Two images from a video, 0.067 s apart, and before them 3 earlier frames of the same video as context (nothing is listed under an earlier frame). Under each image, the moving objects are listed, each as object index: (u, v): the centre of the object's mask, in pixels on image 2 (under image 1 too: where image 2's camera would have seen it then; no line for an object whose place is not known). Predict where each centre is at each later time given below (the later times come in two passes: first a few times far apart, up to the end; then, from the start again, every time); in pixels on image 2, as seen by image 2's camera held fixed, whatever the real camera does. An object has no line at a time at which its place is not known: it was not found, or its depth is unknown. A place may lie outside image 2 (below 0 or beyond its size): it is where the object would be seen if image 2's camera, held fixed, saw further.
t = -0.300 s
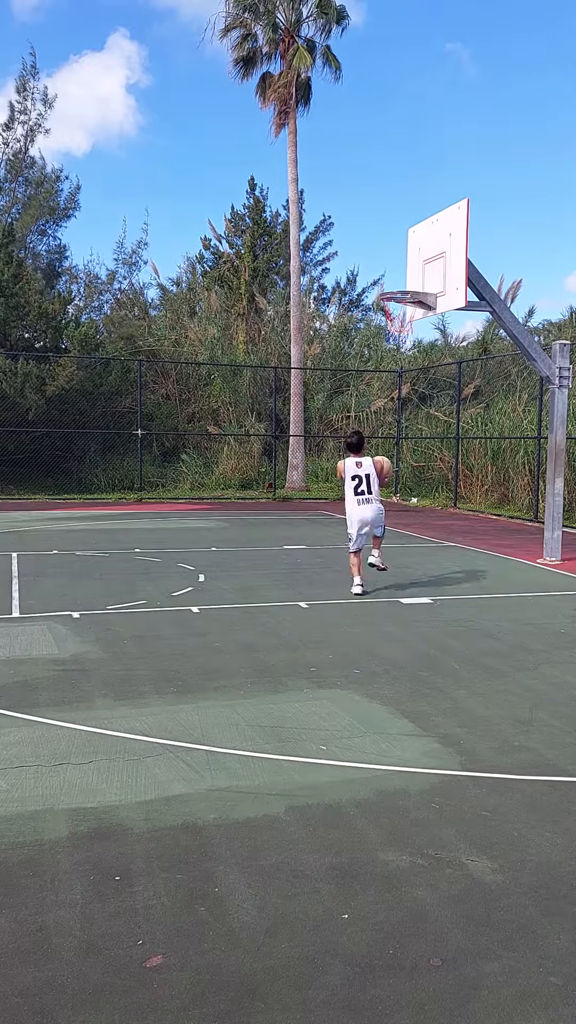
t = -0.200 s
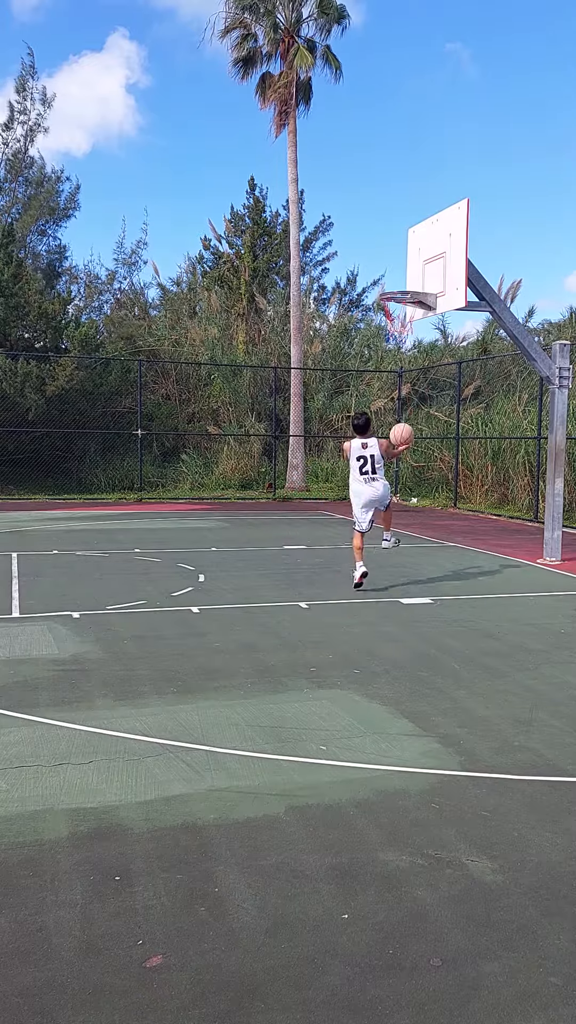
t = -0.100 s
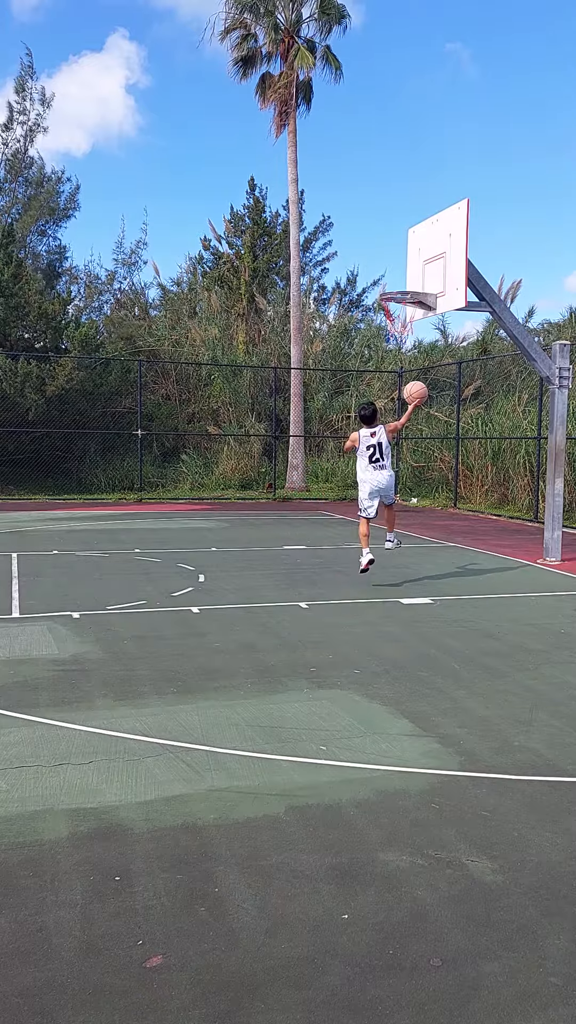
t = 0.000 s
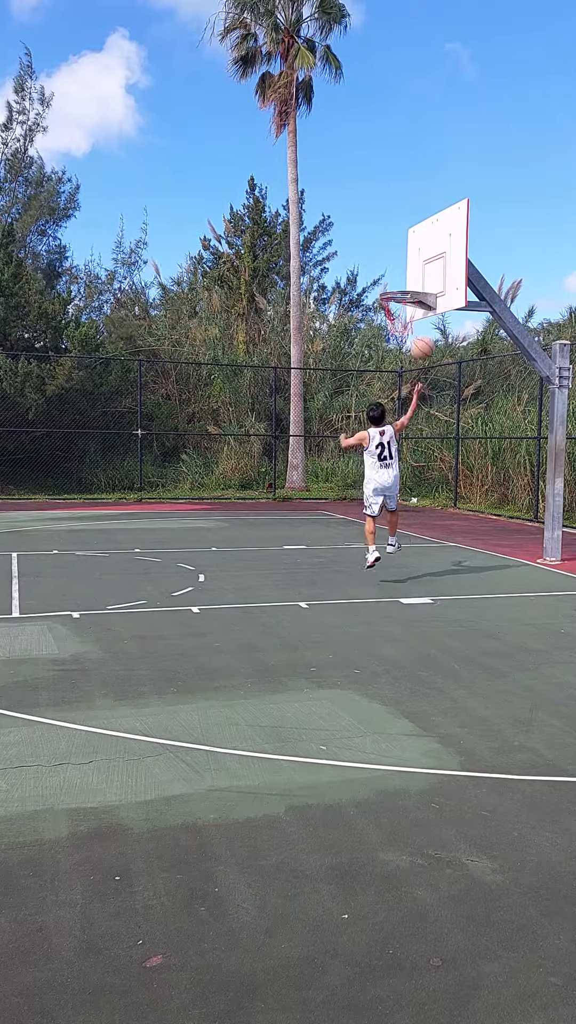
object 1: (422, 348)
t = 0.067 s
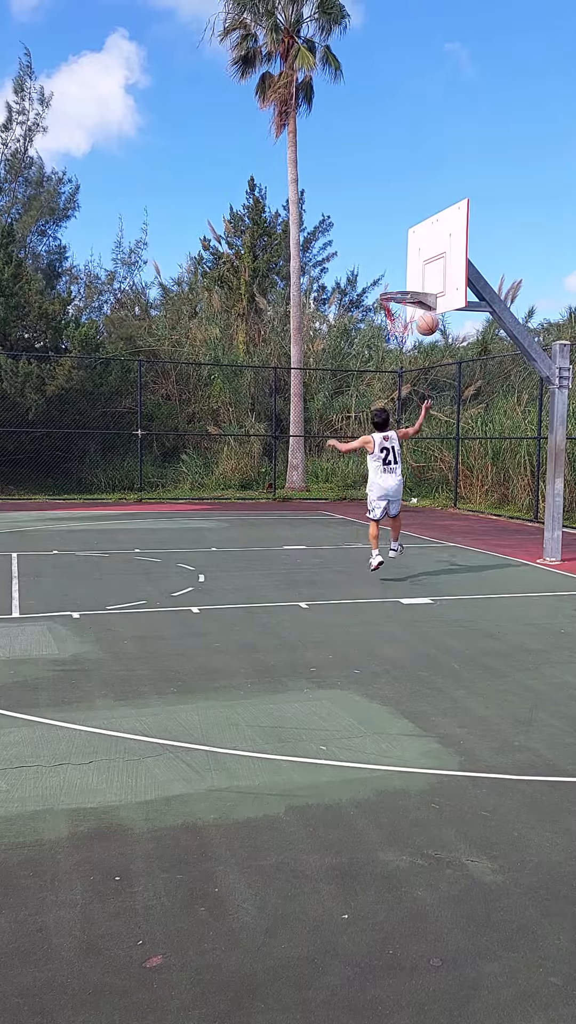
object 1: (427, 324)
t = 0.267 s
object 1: (440, 280)
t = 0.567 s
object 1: (402, 283)
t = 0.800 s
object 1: (401, 313)
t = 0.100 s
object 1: (429, 313)
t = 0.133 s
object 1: (431, 304)
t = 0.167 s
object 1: (433, 297)
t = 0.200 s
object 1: (436, 290)
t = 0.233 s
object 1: (438, 285)
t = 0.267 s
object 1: (440, 280)
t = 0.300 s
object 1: (437, 277)
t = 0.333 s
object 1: (433, 274)
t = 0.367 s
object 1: (428, 273)
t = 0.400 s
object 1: (424, 272)
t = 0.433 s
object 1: (419, 273)
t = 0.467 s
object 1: (415, 274)
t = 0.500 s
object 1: (410, 277)
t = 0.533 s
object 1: (406, 280)
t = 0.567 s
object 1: (402, 283)
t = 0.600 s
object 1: (398, 284)
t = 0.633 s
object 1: (395, 286)
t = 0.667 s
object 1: (392, 287)
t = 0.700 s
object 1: (393, 299)
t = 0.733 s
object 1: (395, 305)
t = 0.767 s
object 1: (399, 307)
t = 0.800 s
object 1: (401, 313)
